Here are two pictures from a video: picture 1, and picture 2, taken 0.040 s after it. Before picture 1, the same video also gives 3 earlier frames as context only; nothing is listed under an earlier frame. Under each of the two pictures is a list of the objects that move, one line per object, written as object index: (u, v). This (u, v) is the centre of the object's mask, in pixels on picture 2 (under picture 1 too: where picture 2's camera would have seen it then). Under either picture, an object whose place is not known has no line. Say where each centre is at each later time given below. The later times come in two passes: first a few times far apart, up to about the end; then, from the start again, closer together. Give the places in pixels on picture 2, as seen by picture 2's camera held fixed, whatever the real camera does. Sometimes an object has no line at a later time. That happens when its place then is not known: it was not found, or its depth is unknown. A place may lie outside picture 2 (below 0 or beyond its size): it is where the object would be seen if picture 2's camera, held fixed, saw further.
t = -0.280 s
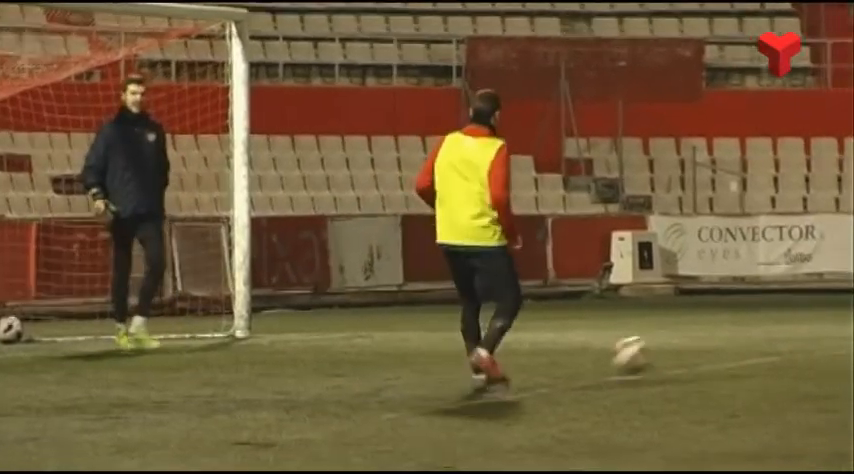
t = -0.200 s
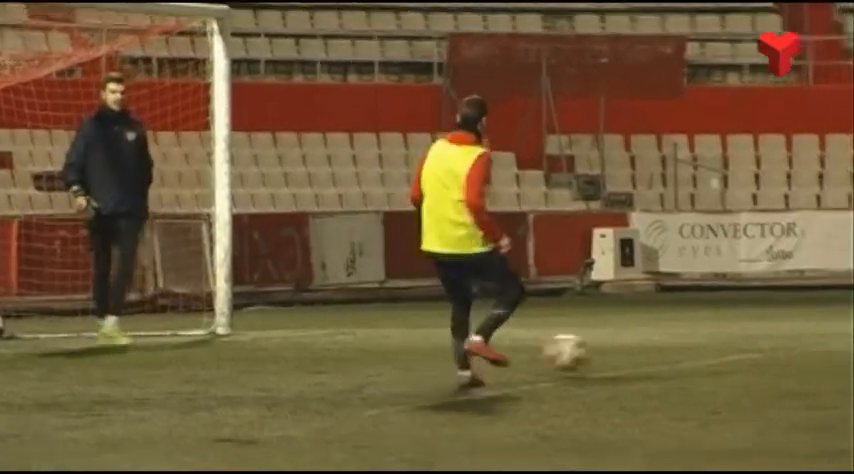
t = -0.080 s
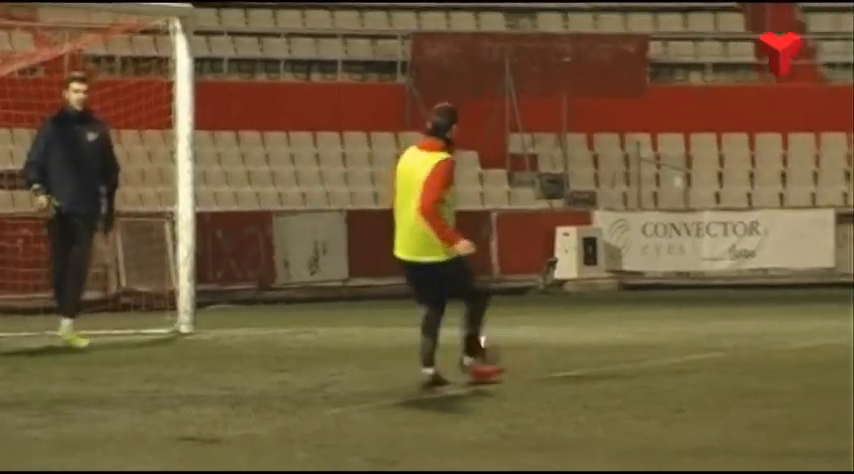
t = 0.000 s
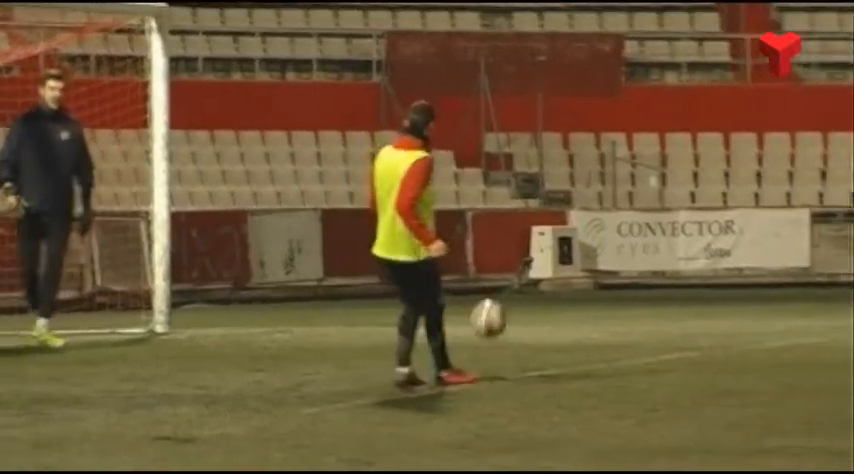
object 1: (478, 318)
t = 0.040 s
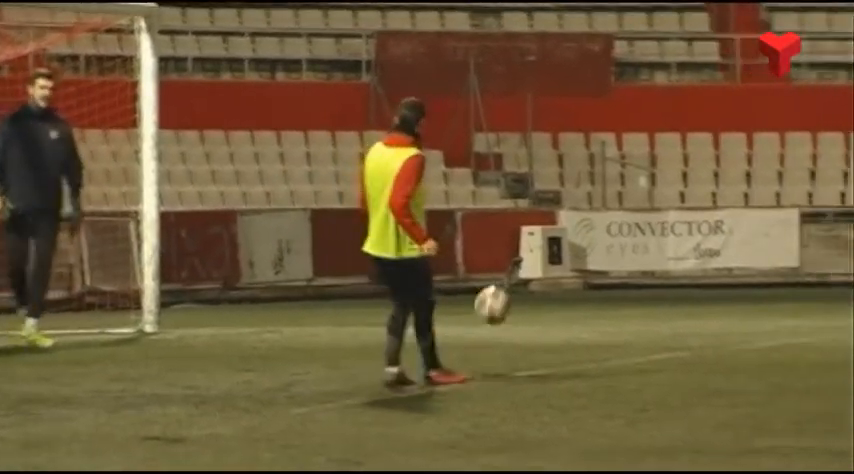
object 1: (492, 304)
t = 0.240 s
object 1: (556, 281)
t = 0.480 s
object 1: (623, 329)
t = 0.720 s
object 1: (660, 292)
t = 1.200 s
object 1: (724, 306)
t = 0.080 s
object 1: (505, 293)
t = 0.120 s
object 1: (519, 286)
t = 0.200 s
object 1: (545, 280)
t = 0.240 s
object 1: (556, 281)
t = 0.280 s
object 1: (569, 286)
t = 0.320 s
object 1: (582, 291)
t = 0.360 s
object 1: (592, 299)
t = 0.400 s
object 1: (602, 310)
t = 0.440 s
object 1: (613, 323)
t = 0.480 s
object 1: (623, 329)
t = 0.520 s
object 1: (629, 317)
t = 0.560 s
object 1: (634, 306)
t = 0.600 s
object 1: (642, 300)
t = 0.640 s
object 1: (647, 294)
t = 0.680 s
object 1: (654, 292)
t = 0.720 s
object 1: (660, 292)
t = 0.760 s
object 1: (665, 294)
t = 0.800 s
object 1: (671, 299)
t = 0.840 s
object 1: (677, 305)
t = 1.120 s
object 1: (714, 299)
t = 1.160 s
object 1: (719, 301)
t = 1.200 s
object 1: (724, 306)
